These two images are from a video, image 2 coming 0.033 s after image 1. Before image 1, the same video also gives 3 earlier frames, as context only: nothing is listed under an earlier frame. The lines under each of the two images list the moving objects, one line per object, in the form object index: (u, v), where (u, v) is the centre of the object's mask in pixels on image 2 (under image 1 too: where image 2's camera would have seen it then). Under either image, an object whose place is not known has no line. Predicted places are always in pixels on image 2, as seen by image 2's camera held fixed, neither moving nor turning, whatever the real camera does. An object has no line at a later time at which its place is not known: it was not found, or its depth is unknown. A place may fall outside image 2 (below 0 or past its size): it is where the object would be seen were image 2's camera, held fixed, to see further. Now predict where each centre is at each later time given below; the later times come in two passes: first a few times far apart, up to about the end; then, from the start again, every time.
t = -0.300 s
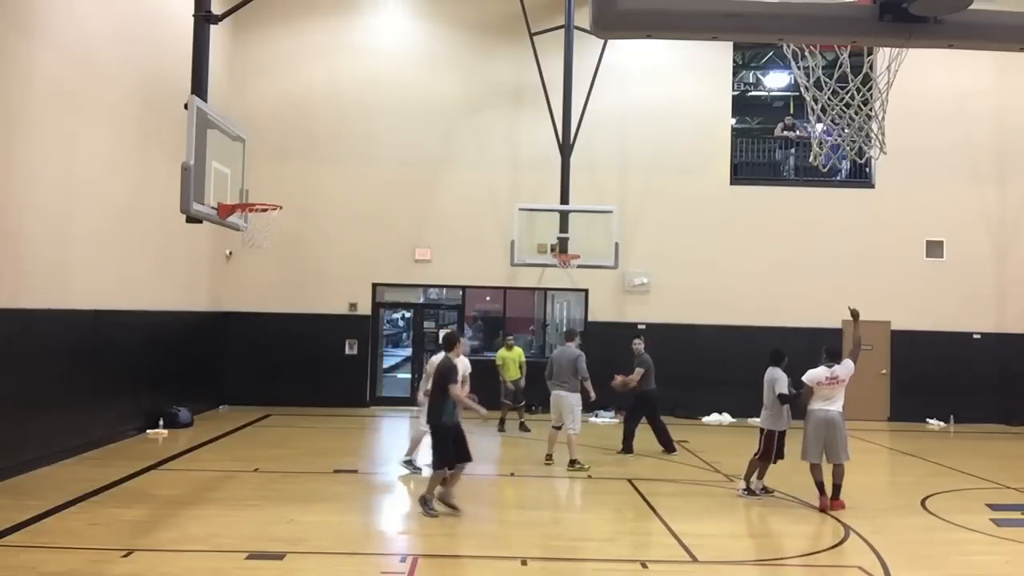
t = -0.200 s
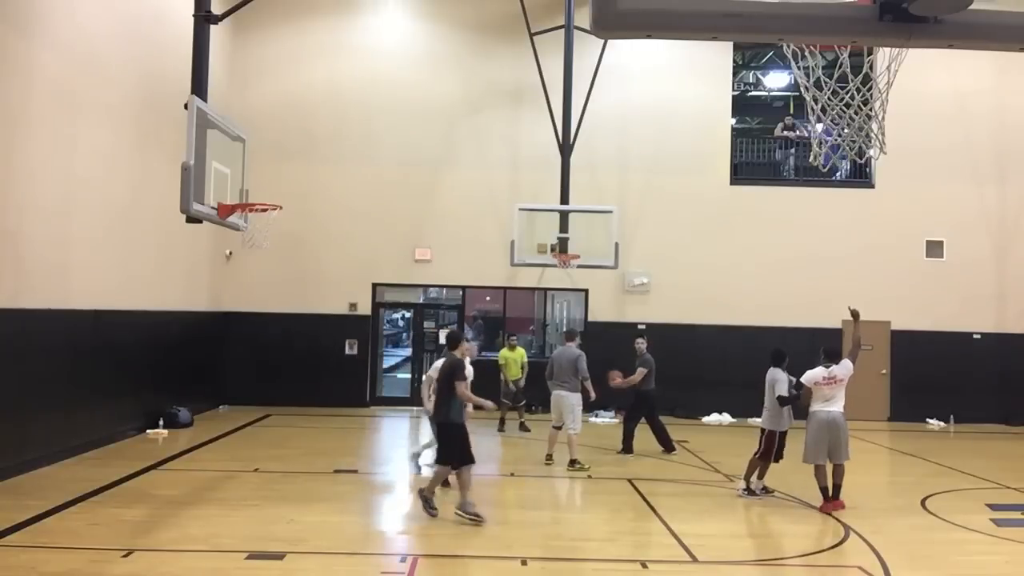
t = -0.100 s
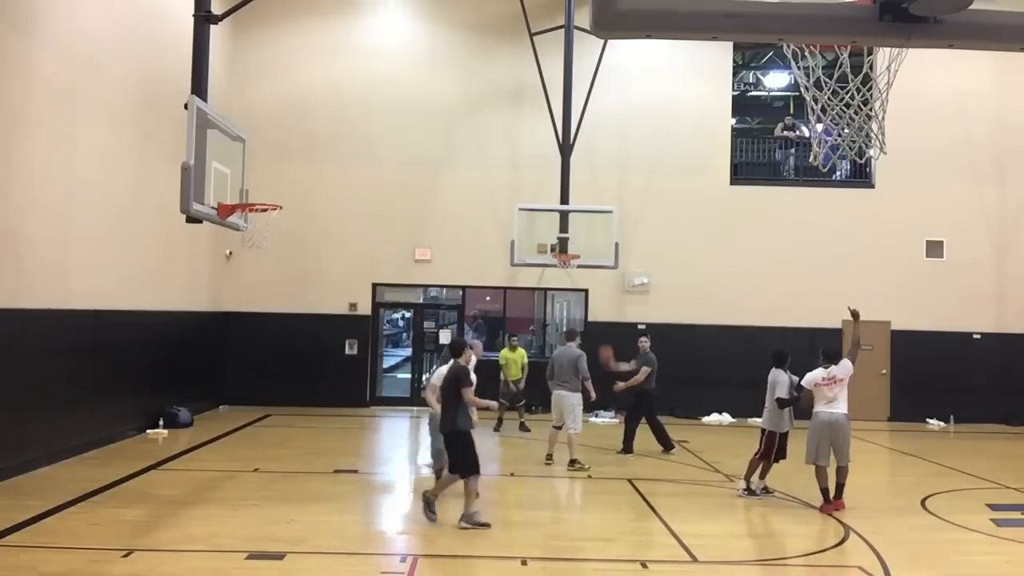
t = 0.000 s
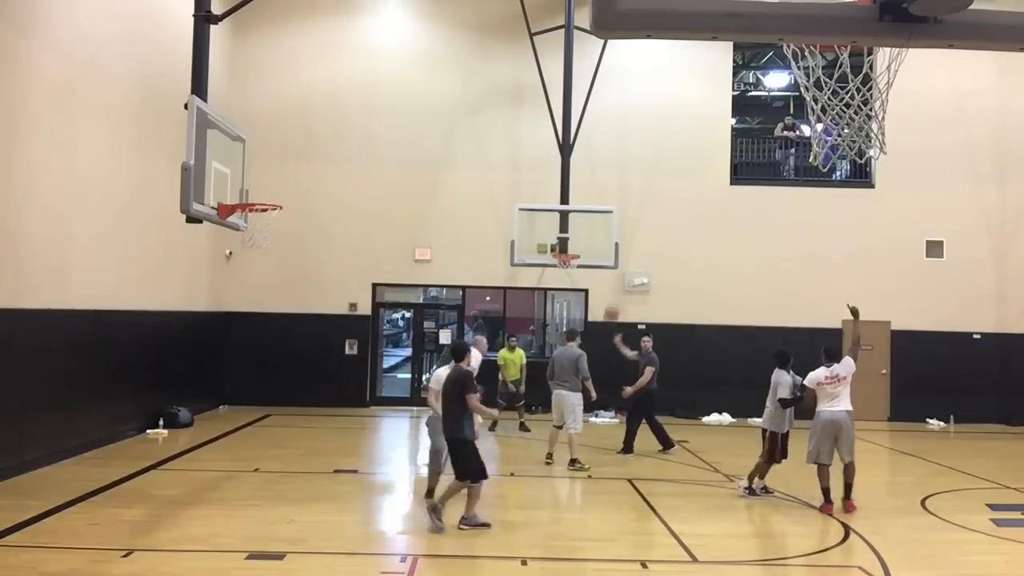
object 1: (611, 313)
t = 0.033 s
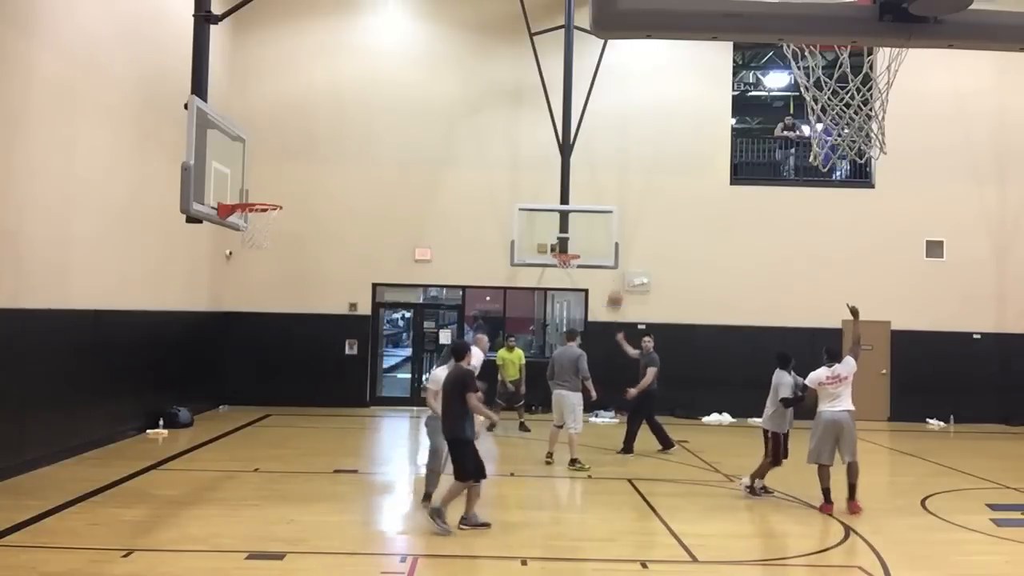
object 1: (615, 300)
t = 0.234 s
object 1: (637, 230)
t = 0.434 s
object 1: (659, 181)
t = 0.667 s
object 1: (686, 158)
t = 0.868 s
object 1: (709, 166)
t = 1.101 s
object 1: (738, 215)
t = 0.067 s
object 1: (618, 287)
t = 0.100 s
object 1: (622, 275)
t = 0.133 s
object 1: (624, 262)
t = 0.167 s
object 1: (629, 250)
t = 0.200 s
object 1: (633, 240)
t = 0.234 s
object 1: (637, 230)
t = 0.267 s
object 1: (640, 220)
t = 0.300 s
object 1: (644, 211)
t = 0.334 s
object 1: (648, 202)
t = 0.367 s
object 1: (652, 195)
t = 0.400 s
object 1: (655, 188)
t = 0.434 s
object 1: (659, 181)
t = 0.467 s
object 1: (663, 176)
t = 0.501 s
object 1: (667, 171)
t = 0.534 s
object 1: (671, 166)
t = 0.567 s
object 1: (674, 164)
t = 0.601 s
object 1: (678, 161)
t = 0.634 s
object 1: (682, 159)
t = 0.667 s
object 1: (686, 158)
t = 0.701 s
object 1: (690, 157)
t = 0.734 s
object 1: (694, 157)
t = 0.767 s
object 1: (697, 158)
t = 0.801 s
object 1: (701, 160)
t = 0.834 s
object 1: (705, 163)
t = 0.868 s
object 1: (709, 166)
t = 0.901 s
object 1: (713, 170)
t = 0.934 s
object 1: (717, 176)
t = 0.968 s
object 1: (721, 182)
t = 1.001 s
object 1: (726, 189)
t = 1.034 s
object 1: (730, 196)
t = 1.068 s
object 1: (734, 206)
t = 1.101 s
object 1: (738, 215)
